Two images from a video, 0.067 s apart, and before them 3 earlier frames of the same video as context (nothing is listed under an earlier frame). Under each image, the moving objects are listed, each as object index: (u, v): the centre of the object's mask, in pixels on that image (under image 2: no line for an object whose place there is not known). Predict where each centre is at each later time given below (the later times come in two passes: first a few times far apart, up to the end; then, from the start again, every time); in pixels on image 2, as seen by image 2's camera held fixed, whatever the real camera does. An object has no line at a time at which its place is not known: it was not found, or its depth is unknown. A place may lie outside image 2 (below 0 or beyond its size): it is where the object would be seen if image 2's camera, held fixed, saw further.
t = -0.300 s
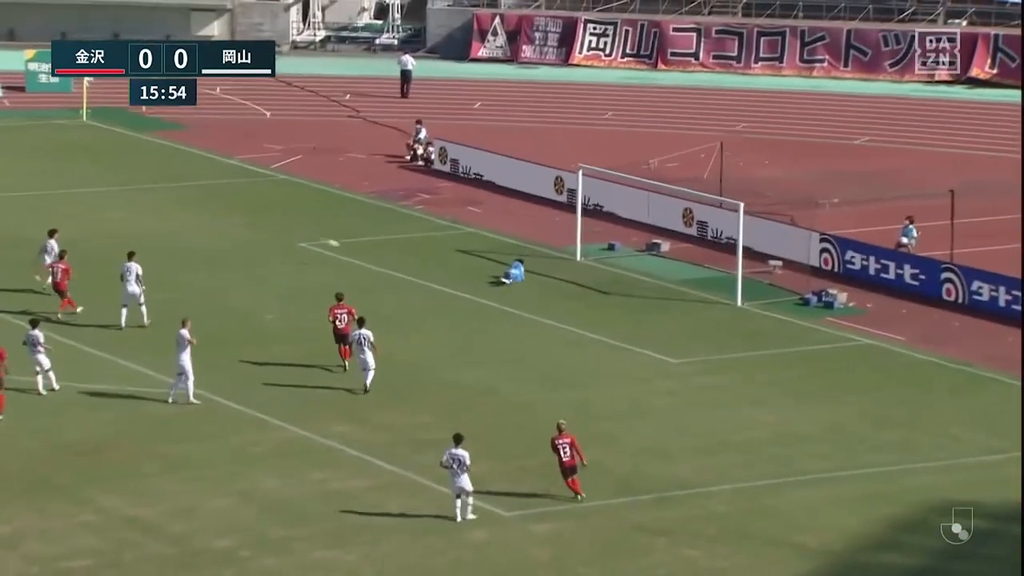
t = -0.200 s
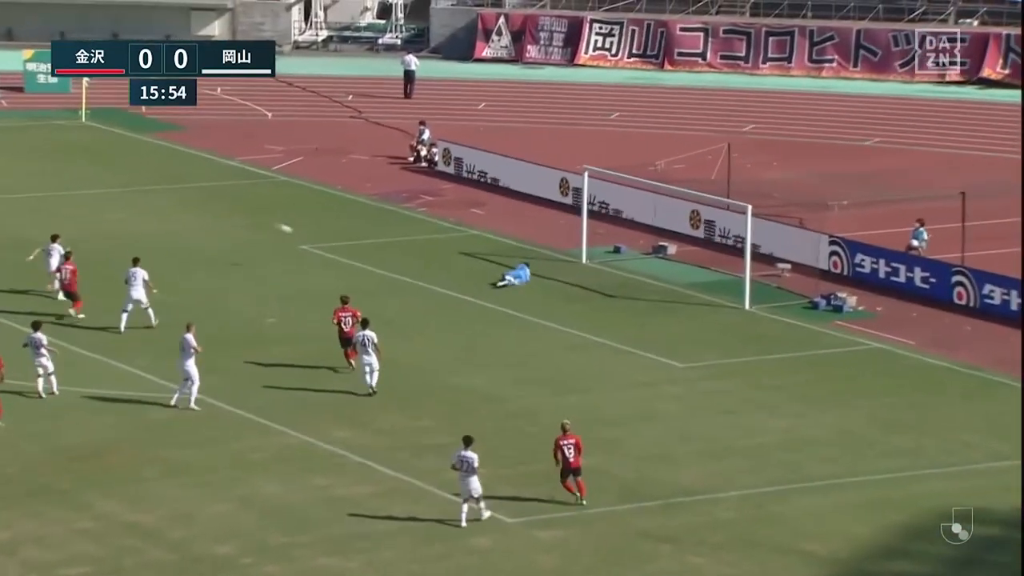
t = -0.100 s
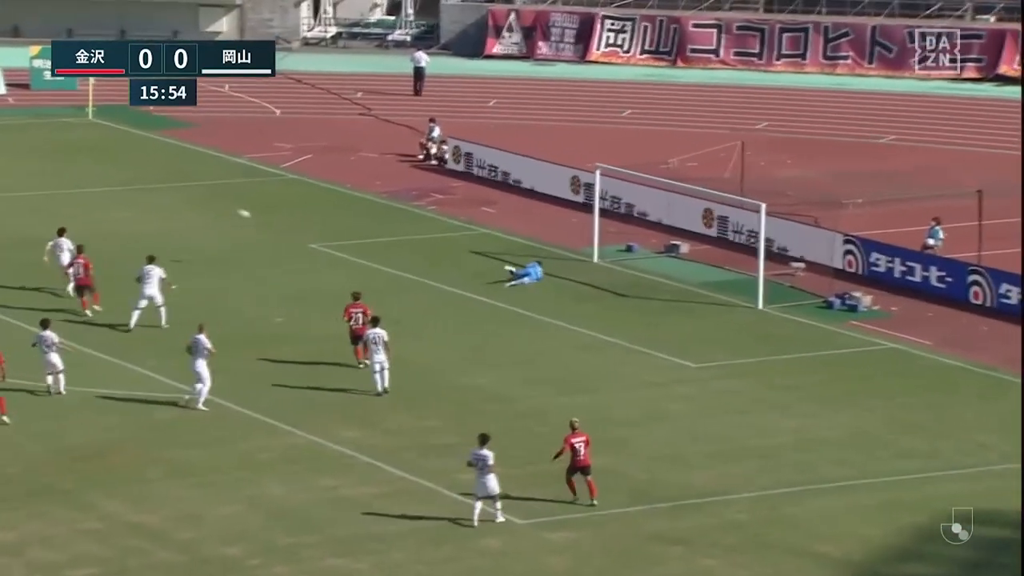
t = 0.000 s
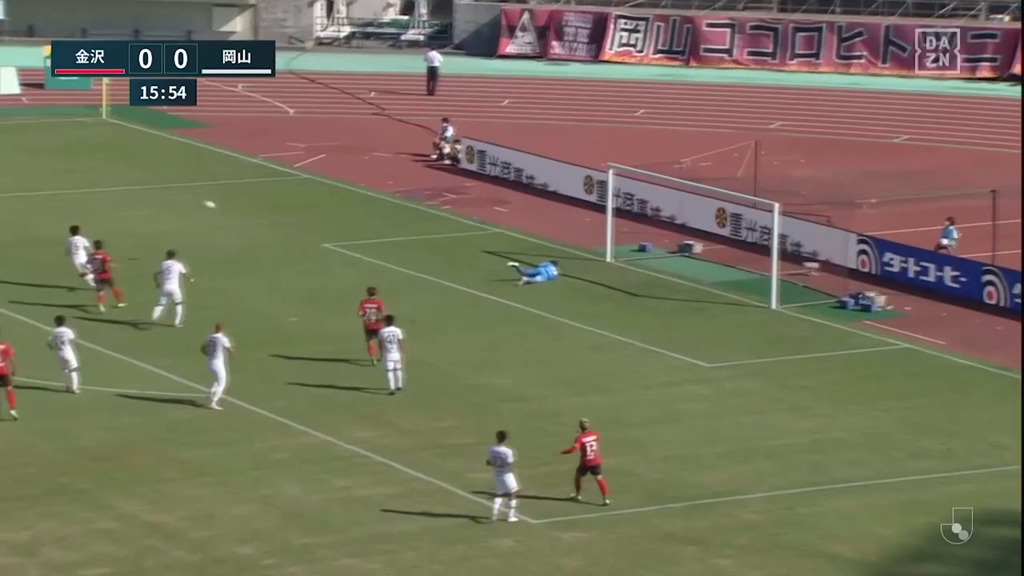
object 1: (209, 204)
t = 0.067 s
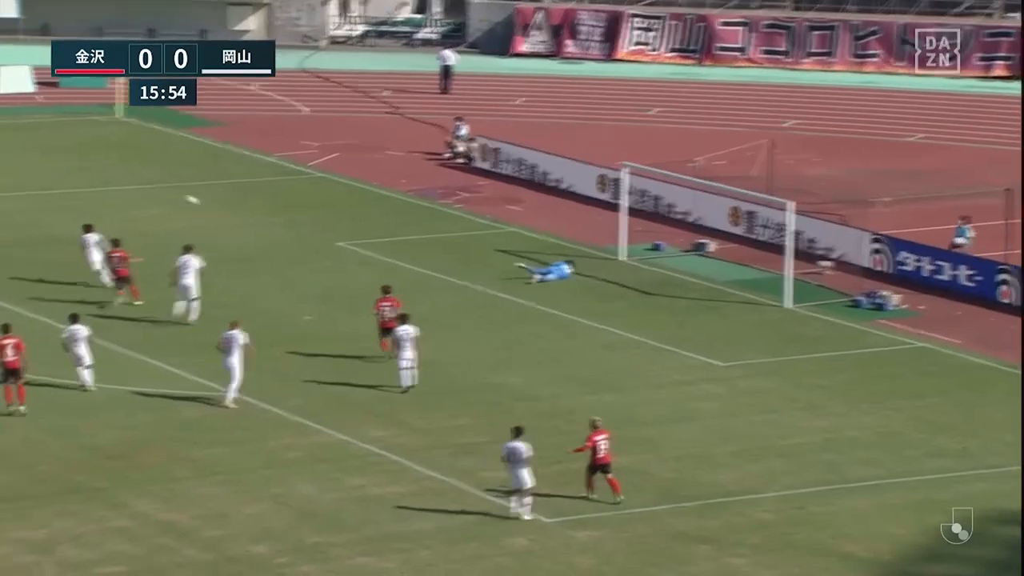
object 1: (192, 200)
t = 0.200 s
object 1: (131, 198)
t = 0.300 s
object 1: (90, 202)
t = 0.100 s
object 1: (175, 198)
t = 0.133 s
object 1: (160, 198)
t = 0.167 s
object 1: (146, 198)
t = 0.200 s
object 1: (131, 198)
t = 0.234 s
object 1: (116, 199)
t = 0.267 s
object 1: (100, 200)
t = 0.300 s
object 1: (90, 202)
